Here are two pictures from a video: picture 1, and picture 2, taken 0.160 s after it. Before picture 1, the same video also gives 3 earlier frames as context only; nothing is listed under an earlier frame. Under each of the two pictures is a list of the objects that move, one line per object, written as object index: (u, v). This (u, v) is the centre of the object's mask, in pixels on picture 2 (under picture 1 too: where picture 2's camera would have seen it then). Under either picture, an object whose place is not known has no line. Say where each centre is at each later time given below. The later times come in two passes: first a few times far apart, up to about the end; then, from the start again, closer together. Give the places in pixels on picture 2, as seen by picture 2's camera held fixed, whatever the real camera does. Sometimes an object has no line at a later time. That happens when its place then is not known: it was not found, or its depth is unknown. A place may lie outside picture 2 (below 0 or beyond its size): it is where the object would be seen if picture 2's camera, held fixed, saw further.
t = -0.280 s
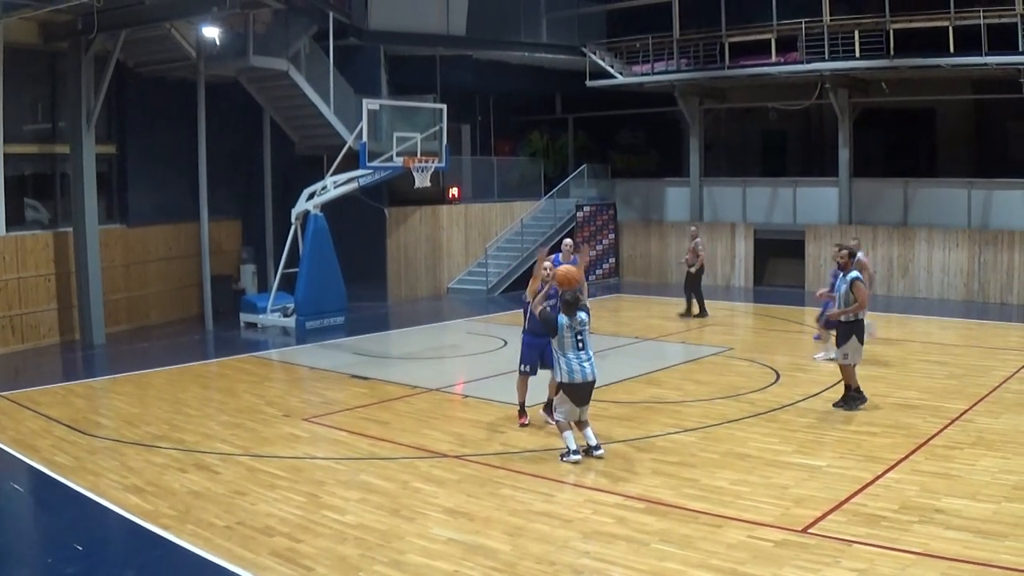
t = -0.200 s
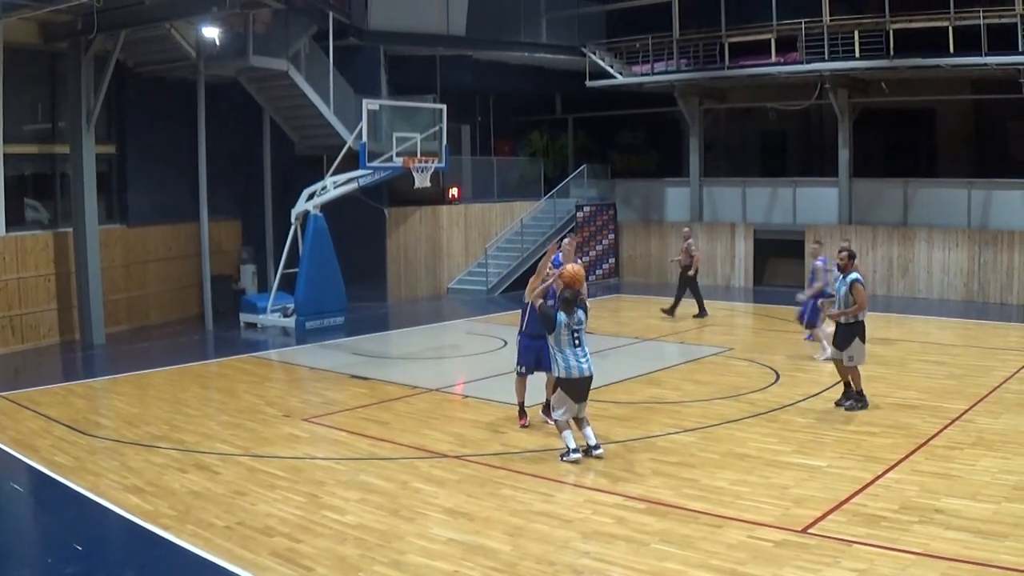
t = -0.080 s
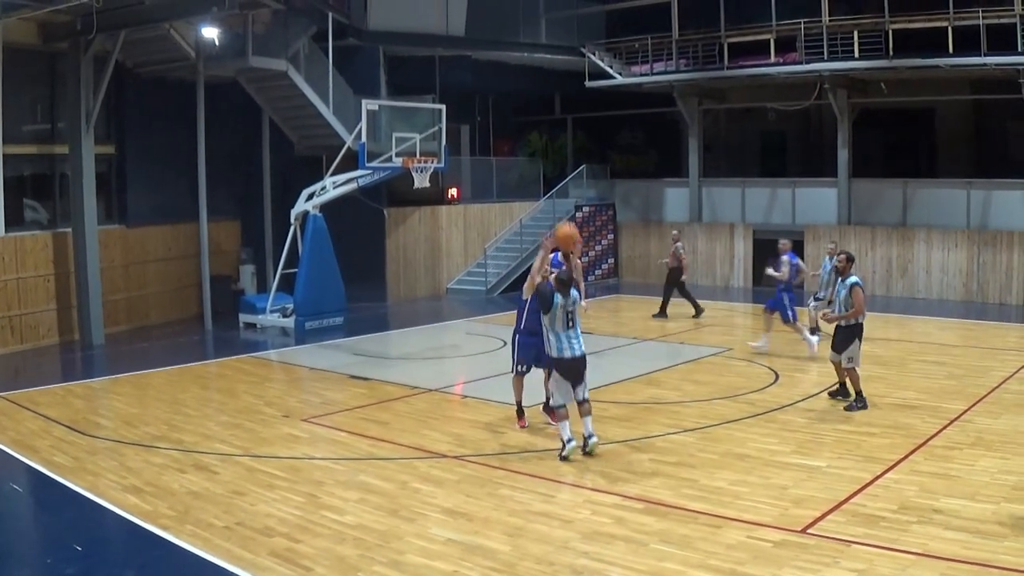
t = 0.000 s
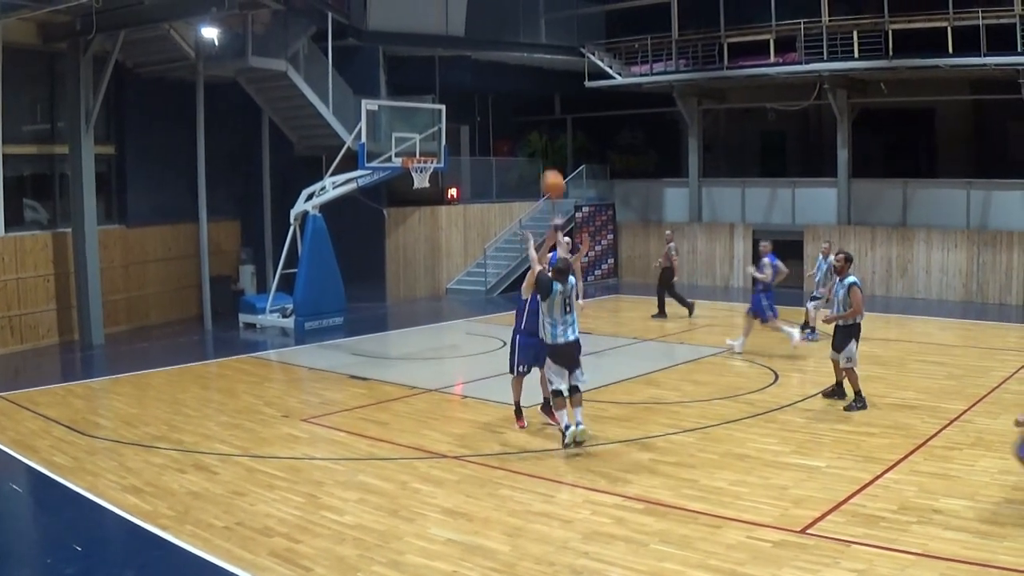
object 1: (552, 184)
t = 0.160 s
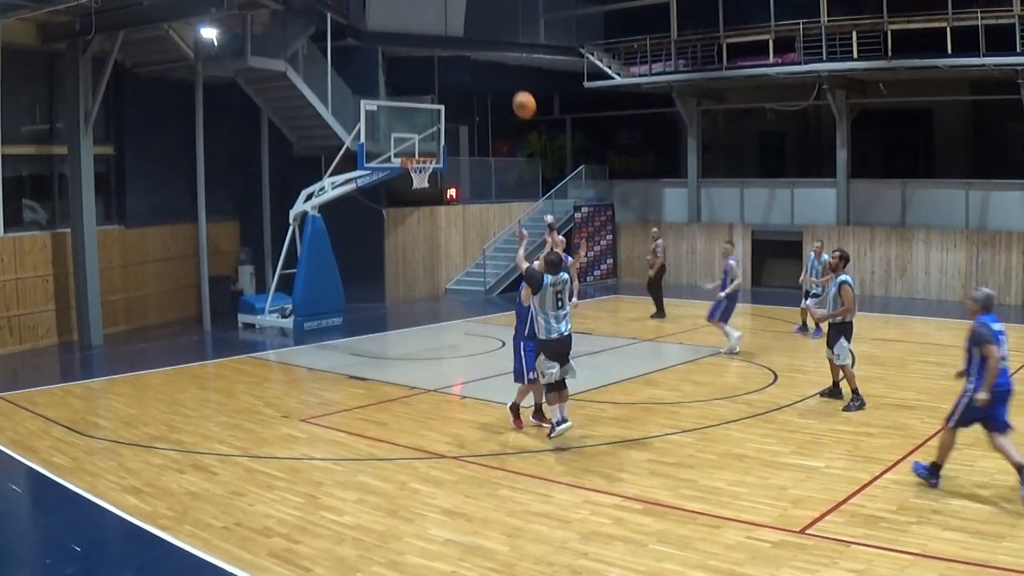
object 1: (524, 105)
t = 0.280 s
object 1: (506, 67)
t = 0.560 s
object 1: (473, 37)
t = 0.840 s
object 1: (447, 66)
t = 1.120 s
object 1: (430, 137)
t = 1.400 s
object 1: (420, 149)
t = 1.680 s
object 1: (431, 151)
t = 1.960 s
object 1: (423, 159)
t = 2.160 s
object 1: (417, 192)
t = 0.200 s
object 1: (518, 90)
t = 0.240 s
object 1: (512, 78)
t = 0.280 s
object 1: (506, 67)
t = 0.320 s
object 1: (501, 58)
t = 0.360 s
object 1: (496, 52)
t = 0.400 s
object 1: (490, 45)
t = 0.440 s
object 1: (486, 41)
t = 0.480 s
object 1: (481, 39)
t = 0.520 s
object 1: (477, 38)
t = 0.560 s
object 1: (473, 37)
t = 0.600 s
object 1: (469, 38)
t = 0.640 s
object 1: (465, 40)
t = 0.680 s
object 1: (461, 43)
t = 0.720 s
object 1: (458, 47)
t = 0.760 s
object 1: (454, 53)
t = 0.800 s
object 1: (451, 59)
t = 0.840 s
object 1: (447, 66)
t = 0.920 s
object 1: (442, 83)
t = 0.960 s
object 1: (439, 92)
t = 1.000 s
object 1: (436, 102)
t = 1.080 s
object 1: (432, 125)
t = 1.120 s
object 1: (430, 137)
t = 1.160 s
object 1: (426, 150)
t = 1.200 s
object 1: (425, 153)
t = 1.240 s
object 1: (422, 155)
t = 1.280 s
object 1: (420, 154)
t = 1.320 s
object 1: (419, 153)
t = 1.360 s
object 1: (419, 151)
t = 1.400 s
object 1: (420, 149)
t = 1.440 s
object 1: (421, 146)
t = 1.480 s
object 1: (423, 146)
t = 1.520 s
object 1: (425, 146)
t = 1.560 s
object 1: (427, 146)
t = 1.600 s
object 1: (429, 148)
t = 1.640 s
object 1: (431, 151)
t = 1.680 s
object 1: (431, 151)
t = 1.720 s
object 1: (430, 151)
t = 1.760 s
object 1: (430, 151)
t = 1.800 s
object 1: (428, 151)
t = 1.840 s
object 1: (427, 152)
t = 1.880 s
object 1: (425, 153)
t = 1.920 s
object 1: (424, 156)
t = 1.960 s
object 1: (423, 159)
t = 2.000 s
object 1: (422, 170)
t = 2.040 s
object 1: (421, 173)
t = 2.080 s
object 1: (419, 173)
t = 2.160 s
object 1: (417, 192)
